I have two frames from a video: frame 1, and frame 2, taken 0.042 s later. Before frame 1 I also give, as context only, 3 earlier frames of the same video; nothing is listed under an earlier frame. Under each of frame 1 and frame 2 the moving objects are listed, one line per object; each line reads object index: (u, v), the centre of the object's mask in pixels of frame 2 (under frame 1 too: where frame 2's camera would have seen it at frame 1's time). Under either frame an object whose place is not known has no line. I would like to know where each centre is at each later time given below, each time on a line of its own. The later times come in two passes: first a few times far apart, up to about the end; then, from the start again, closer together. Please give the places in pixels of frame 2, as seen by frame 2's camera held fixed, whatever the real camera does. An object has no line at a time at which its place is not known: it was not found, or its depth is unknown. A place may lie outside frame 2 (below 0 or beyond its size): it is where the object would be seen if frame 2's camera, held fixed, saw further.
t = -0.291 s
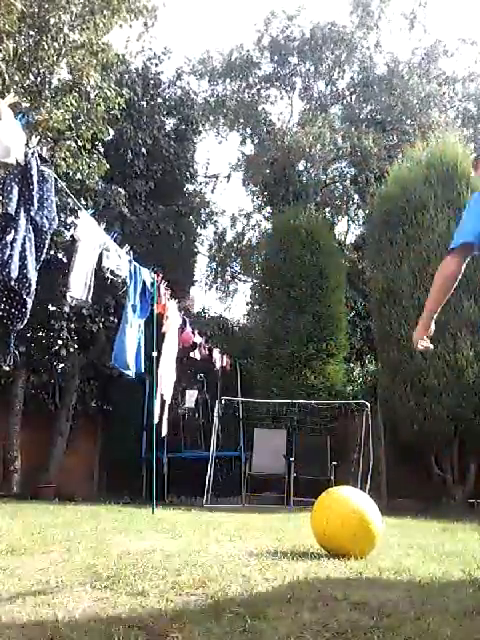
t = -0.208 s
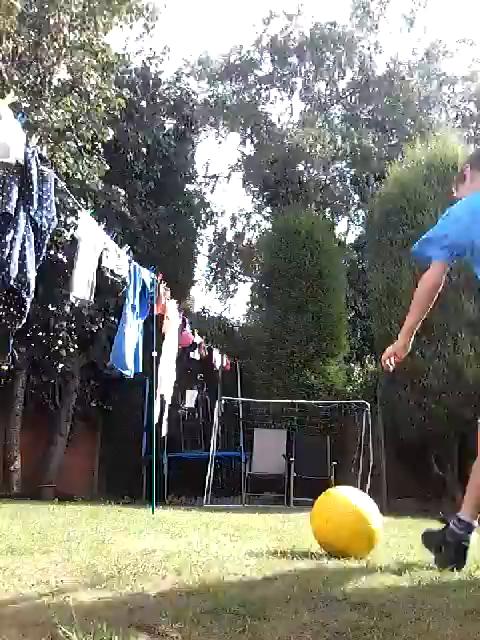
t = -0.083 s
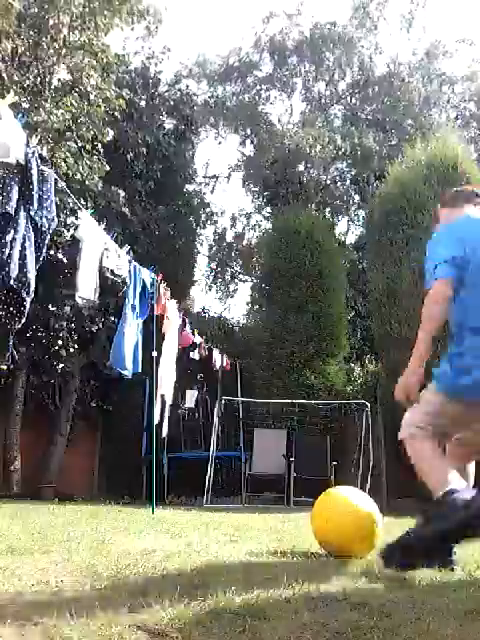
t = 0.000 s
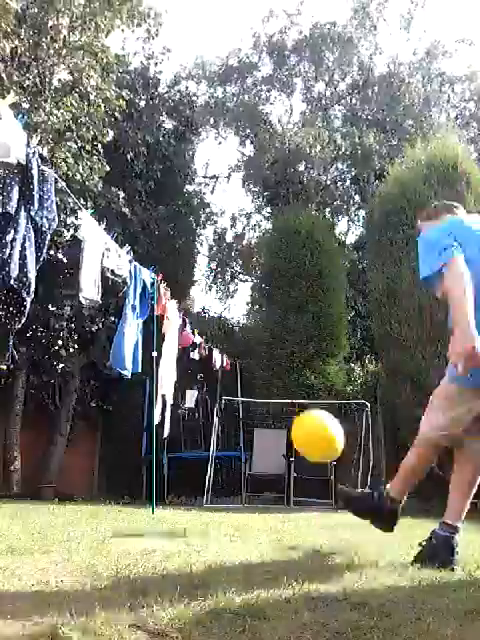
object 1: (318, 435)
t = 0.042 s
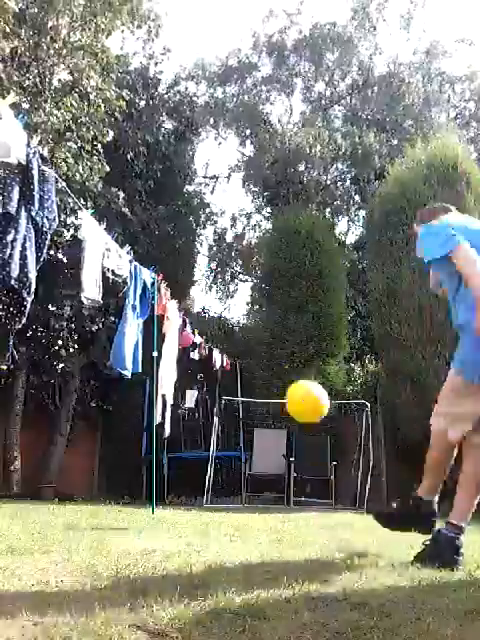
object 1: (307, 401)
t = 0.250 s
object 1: (284, 348)
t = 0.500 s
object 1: (277, 362)
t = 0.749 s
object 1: (269, 395)
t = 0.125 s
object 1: (294, 366)
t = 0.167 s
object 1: (290, 357)
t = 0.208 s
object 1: (287, 351)
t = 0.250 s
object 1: (284, 348)
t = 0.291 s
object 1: (282, 347)
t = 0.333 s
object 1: (280, 348)
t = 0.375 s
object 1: (279, 350)
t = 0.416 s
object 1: (278, 353)
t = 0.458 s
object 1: (277, 358)
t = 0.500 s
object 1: (277, 362)
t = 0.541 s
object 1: (276, 368)
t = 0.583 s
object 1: (276, 374)
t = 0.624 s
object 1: (275, 381)
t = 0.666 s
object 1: (274, 387)
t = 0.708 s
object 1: (272, 392)
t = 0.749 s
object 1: (269, 395)
